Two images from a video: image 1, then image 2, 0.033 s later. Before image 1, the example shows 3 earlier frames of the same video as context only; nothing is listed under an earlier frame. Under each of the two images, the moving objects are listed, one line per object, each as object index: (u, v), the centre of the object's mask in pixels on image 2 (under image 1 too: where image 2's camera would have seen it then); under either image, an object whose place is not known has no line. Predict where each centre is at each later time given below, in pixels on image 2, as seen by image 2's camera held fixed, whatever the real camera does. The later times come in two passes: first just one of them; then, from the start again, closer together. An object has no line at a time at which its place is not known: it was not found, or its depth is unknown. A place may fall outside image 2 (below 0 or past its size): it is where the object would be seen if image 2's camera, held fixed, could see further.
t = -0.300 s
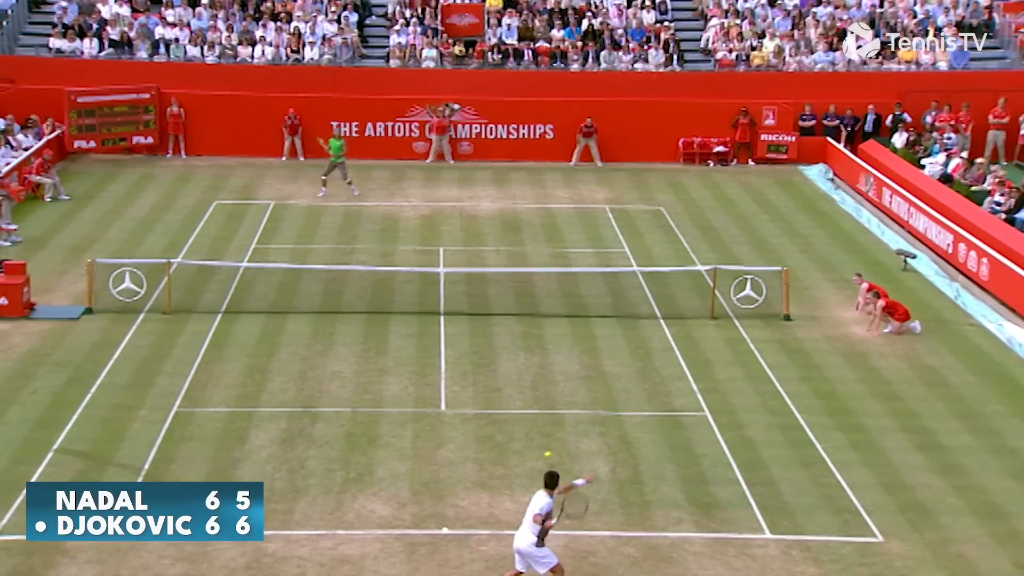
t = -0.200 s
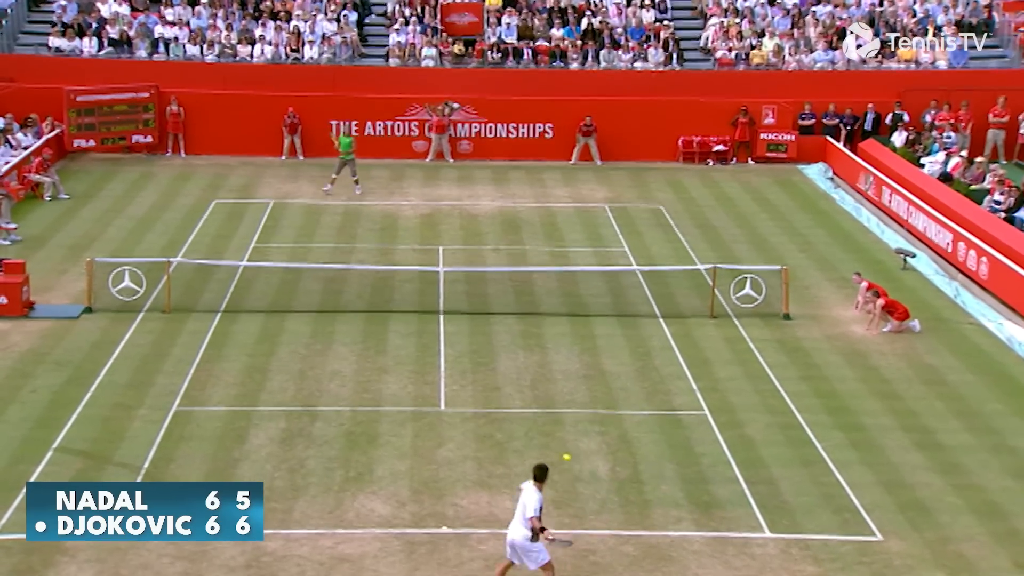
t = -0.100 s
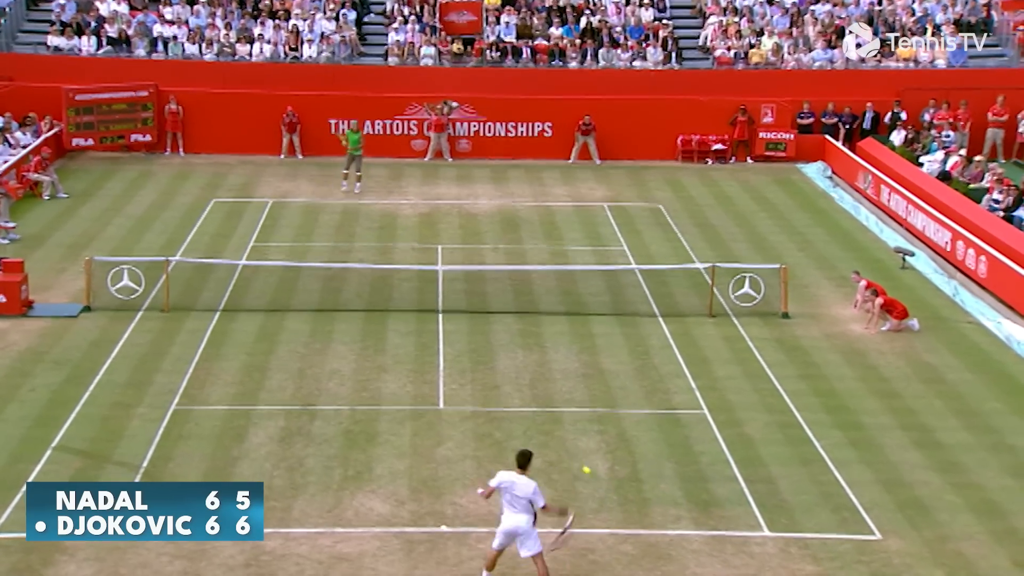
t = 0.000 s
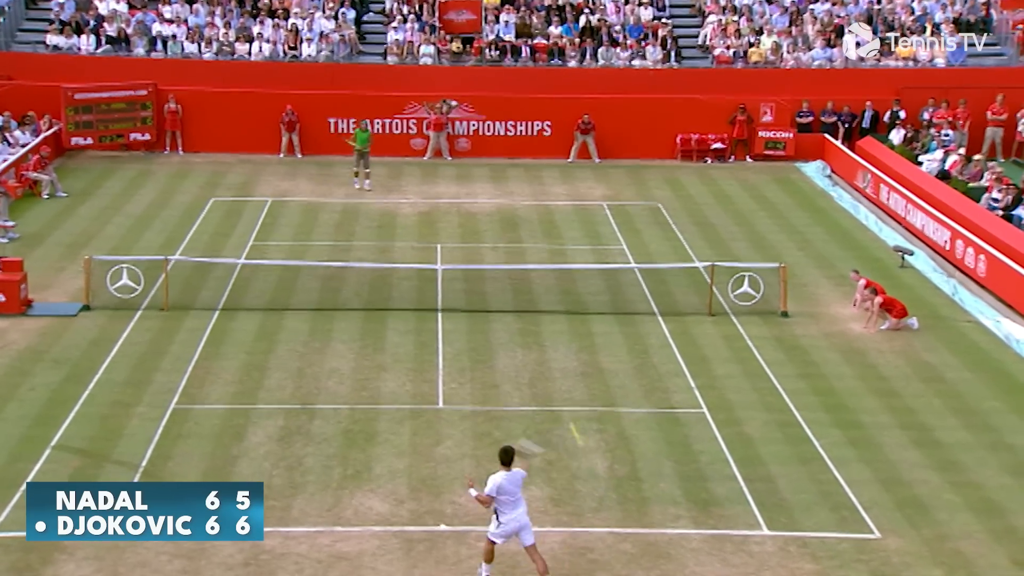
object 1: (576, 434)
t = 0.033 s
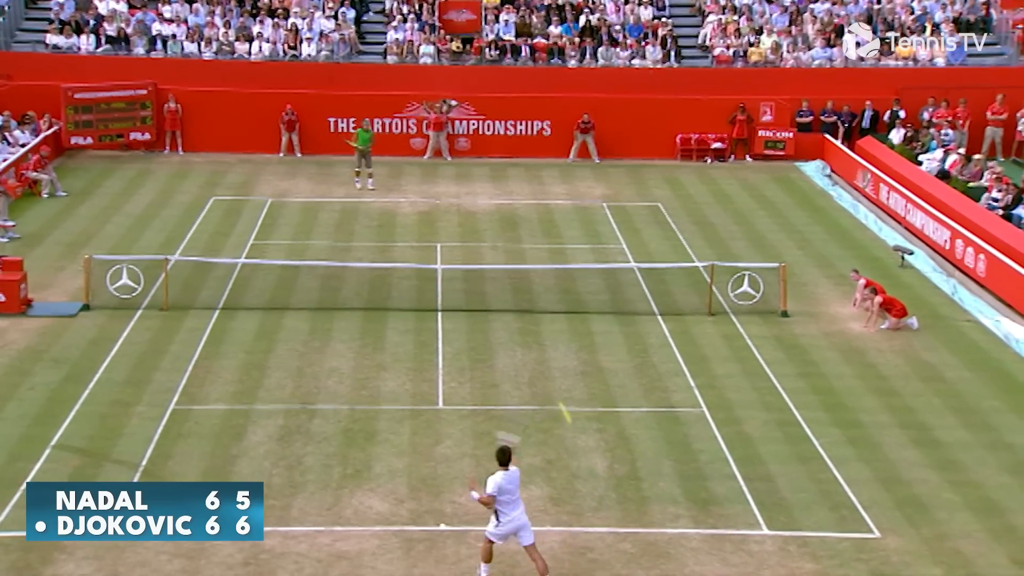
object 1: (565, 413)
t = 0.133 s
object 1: (521, 330)
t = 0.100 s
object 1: (529, 343)
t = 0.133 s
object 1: (521, 330)
